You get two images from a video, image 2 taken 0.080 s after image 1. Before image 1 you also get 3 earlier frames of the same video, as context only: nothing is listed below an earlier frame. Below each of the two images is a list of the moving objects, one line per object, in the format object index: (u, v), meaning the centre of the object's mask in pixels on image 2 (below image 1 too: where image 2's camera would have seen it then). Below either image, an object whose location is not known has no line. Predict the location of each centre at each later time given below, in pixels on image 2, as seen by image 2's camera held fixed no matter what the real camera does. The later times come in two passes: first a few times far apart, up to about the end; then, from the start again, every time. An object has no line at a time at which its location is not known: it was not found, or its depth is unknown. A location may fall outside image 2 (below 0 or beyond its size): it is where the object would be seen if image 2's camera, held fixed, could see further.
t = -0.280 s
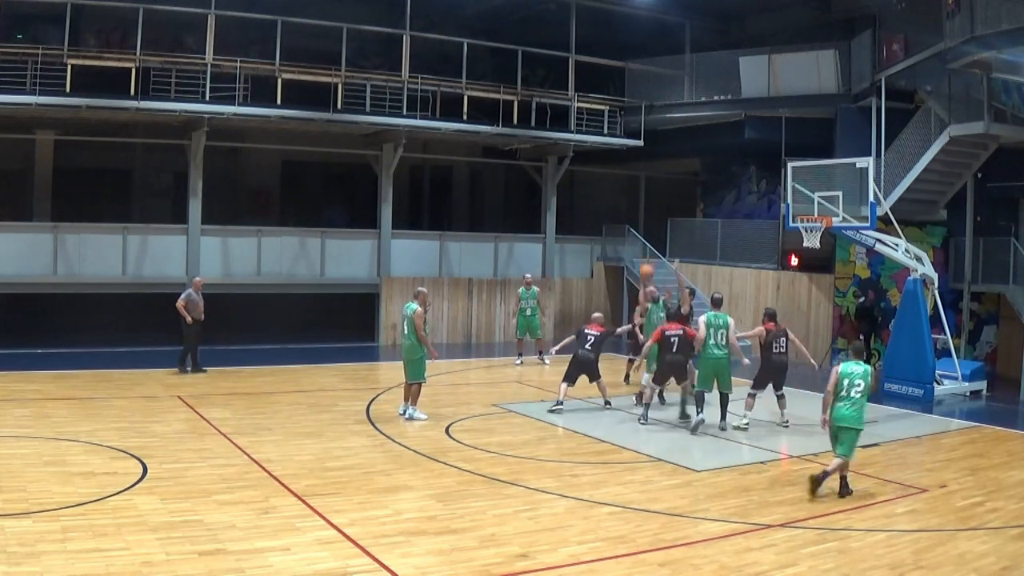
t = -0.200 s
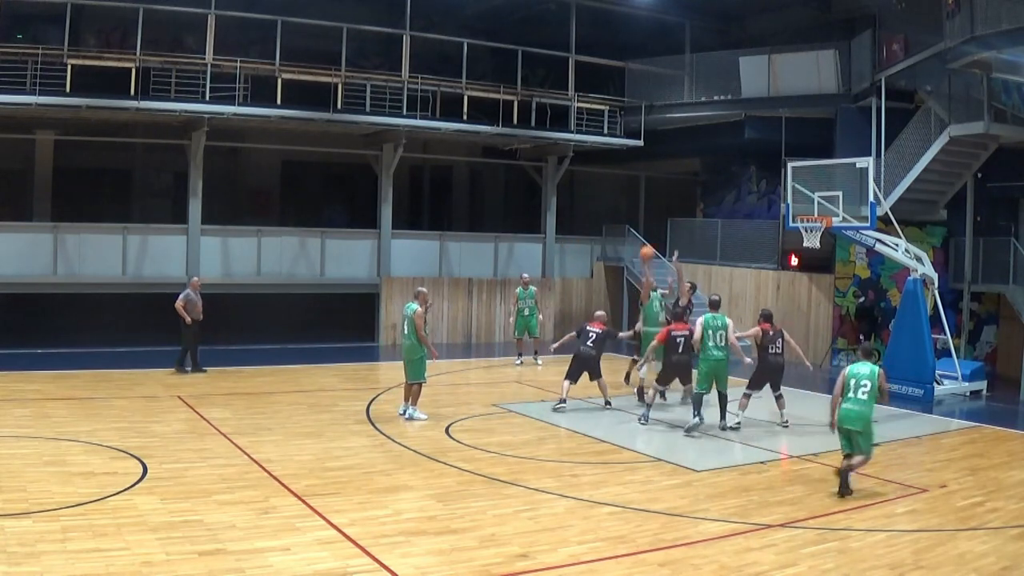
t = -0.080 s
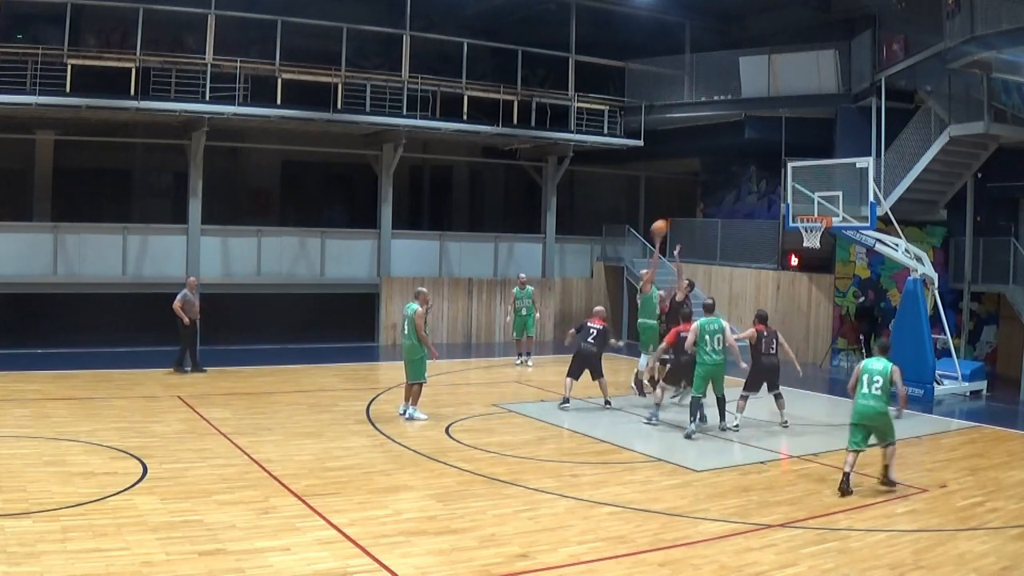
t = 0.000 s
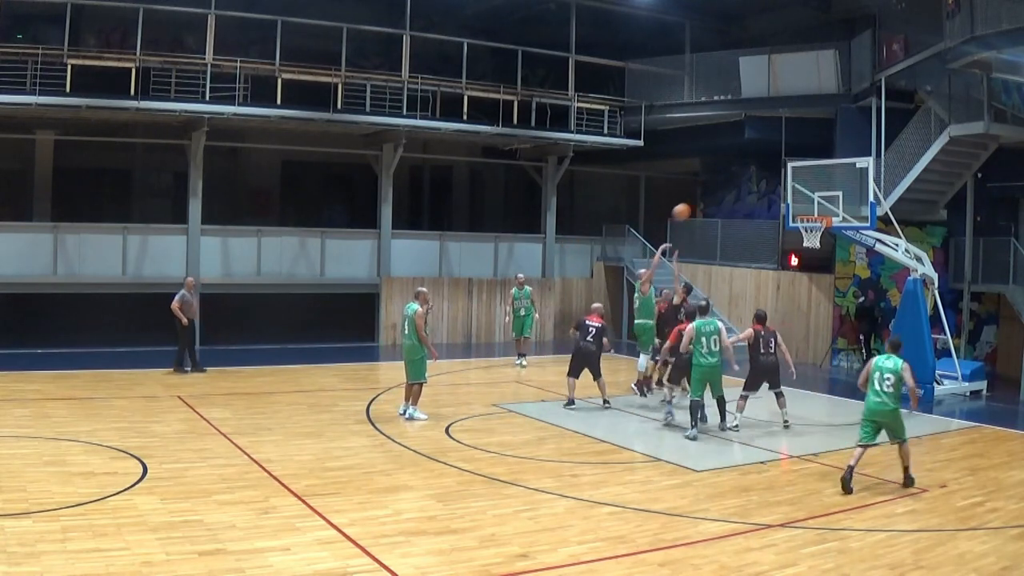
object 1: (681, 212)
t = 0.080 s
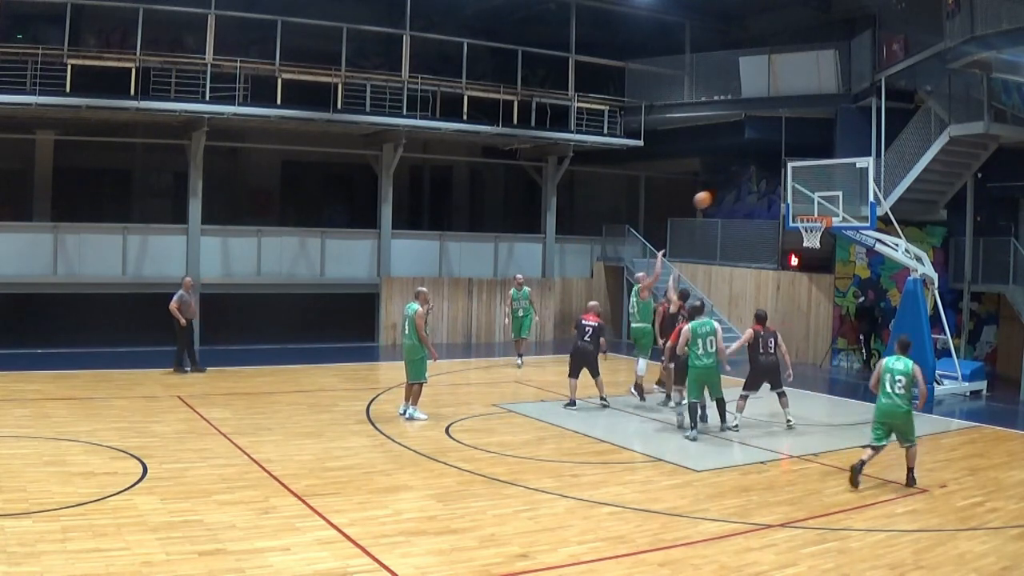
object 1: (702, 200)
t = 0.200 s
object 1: (733, 189)
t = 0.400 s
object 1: (784, 191)
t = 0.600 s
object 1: (824, 203)
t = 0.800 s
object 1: (822, 178)
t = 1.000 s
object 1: (820, 177)
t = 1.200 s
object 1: (817, 200)
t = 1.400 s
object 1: (814, 200)
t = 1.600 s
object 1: (810, 206)
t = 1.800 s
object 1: (808, 199)
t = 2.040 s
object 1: (806, 211)
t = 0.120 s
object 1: (713, 195)
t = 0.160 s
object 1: (723, 191)
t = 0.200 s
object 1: (733, 189)
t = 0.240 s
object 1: (744, 187)
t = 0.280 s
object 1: (754, 187)
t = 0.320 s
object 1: (764, 187)
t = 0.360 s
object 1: (774, 188)
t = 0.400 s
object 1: (784, 191)
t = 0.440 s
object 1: (796, 194)
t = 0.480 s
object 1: (804, 198)
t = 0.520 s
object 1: (814, 202)
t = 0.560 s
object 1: (824, 210)
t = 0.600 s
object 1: (824, 203)
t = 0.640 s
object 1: (824, 196)
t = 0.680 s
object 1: (824, 189)
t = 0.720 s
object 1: (823, 185)
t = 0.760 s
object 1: (823, 181)
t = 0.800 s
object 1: (822, 178)
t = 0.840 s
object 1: (822, 176)
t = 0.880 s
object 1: (822, 175)
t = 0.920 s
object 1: (821, 175)
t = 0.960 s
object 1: (821, 175)
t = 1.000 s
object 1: (820, 177)
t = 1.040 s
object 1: (820, 179)
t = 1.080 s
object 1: (819, 183)
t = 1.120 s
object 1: (819, 188)
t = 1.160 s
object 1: (818, 193)
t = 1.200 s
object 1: (817, 200)
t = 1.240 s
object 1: (817, 208)
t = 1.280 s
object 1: (816, 206)
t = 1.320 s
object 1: (815, 203)
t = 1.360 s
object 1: (814, 201)
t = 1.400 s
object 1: (814, 200)
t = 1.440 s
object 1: (813, 199)
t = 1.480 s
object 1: (813, 199)
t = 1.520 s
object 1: (812, 200)
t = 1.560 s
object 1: (811, 203)
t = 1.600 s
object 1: (810, 206)
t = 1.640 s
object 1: (810, 209)
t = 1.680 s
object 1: (809, 206)
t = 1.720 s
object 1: (810, 202)
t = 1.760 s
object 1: (809, 200)
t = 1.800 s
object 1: (808, 199)
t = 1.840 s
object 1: (808, 199)
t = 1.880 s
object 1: (808, 199)
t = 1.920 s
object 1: (808, 200)
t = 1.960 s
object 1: (807, 204)
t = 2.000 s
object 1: (806, 208)
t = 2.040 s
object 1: (806, 211)
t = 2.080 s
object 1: (807, 212)
